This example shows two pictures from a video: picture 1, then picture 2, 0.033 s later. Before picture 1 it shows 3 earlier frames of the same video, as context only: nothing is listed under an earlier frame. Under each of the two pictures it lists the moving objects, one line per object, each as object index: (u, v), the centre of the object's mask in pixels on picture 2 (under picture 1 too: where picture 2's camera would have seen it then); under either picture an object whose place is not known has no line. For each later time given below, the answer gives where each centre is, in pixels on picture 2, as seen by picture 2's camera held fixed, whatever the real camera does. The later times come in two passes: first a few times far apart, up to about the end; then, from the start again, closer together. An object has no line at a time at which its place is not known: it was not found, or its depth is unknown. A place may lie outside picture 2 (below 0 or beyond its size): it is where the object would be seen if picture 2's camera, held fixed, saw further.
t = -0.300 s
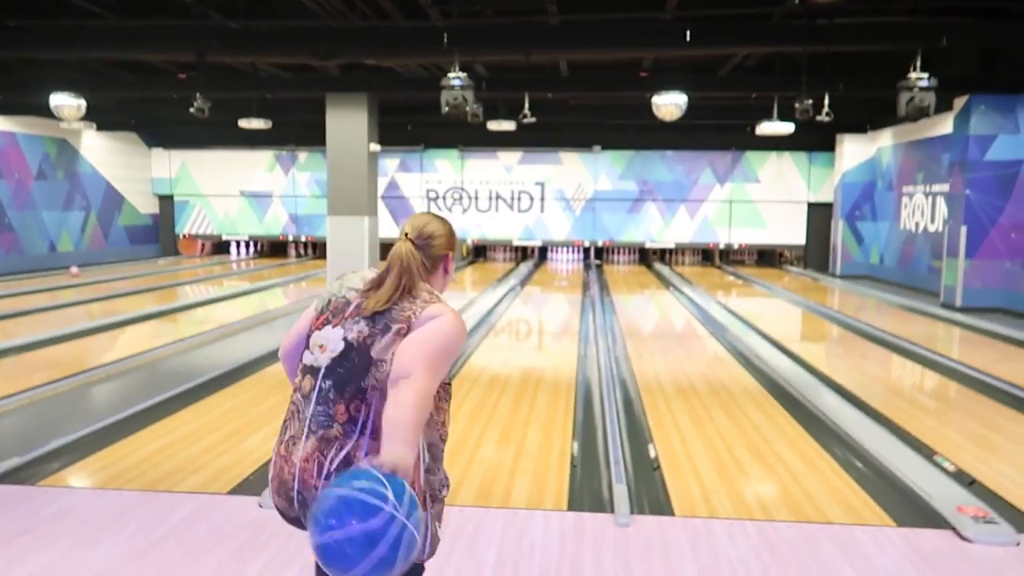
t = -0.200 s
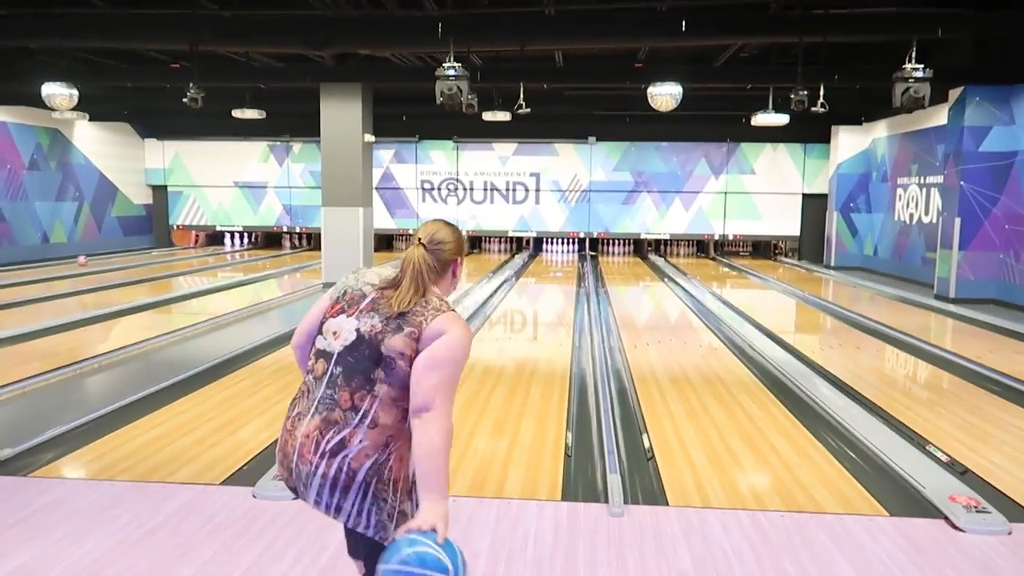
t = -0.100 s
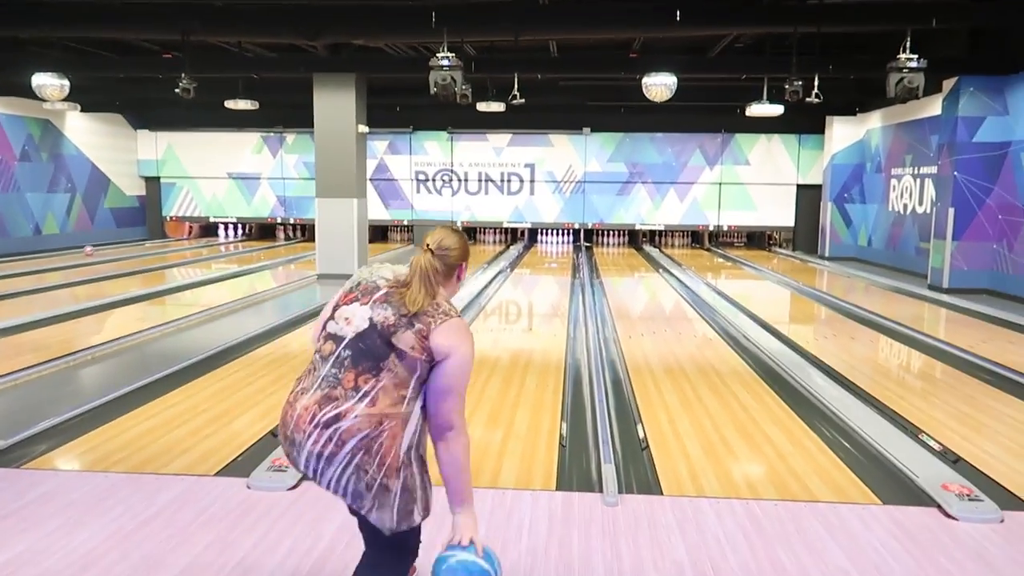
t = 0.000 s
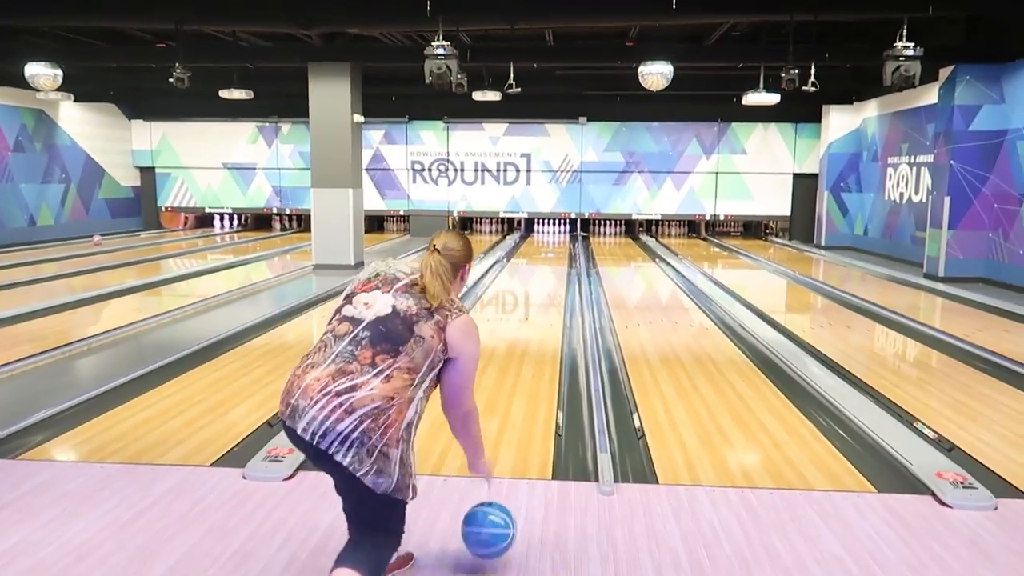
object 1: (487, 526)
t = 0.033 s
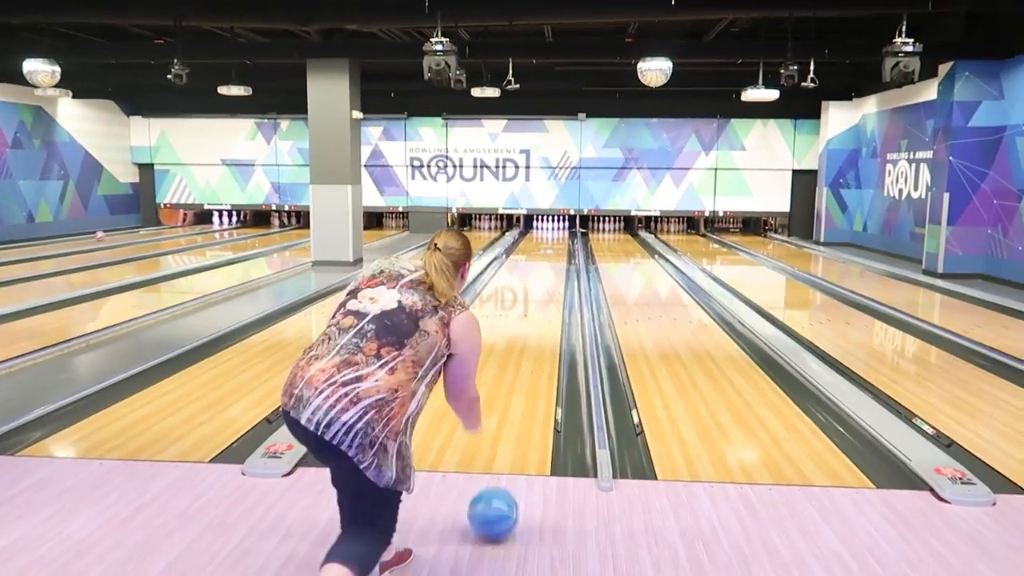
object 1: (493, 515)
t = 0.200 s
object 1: (514, 428)
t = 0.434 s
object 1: (530, 364)
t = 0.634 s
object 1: (537, 331)
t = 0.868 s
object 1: (541, 307)
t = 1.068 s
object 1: (546, 288)
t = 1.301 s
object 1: (548, 274)
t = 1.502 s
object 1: (550, 265)
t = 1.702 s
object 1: (551, 257)
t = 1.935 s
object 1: (551, 249)
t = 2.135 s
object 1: (553, 245)
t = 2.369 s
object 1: (552, 240)
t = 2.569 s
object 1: (554, 236)
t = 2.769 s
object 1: (555, 233)
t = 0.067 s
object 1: (498, 489)
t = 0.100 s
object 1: (503, 467)
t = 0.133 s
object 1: (507, 450)
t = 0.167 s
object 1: (511, 437)
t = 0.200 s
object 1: (514, 428)
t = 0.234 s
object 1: (517, 418)
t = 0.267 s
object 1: (520, 407)
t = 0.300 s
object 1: (522, 397)
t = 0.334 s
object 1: (524, 388)
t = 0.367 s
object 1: (526, 379)
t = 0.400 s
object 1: (528, 371)
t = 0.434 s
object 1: (530, 364)
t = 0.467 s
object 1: (531, 358)
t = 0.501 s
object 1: (532, 351)
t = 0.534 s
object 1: (534, 346)
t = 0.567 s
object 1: (535, 340)
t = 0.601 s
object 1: (536, 335)
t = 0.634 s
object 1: (537, 331)
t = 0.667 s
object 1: (538, 326)
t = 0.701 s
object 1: (541, 320)
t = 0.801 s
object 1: (539, 316)
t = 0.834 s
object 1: (541, 311)
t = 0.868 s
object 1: (541, 307)
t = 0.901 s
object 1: (542, 305)
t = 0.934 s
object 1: (542, 305)
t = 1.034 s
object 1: (549, 286)
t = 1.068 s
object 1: (546, 288)
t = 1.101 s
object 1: (546, 286)
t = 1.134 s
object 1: (547, 284)
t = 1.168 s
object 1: (547, 281)
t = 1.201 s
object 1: (547, 279)
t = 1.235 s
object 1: (548, 278)
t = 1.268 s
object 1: (548, 276)
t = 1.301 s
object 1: (548, 274)
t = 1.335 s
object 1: (548, 272)
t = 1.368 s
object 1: (549, 271)
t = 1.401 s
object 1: (549, 269)
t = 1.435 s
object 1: (549, 267)
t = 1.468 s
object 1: (550, 266)
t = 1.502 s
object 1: (550, 265)
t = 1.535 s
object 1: (550, 263)
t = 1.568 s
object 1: (551, 262)
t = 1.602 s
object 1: (551, 261)
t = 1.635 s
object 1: (551, 260)
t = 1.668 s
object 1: (551, 258)
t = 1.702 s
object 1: (551, 257)
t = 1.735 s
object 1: (551, 256)
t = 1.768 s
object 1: (551, 254)
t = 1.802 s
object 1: (551, 253)
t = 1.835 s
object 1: (551, 252)
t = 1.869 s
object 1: (552, 251)
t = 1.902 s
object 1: (551, 250)
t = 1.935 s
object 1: (551, 249)
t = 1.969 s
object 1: (552, 248)
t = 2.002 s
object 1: (552, 247)
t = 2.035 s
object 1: (553, 246)
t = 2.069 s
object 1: (552, 246)
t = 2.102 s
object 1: (553, 245)
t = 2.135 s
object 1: (553, 245)
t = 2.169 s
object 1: (553, 243)
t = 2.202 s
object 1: (553, 243)
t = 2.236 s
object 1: (553, 242)
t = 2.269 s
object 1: (553, 241)
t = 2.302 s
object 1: (553, 241)
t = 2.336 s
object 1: (553, 240)
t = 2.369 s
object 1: (552, 240)
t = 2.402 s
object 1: (552, 239)
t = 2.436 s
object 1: (553, 238)
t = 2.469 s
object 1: (553, 237)
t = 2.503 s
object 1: (552, 237)
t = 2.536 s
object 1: (553, 237)
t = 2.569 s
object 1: (554, 236)
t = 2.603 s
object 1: (554, 235)
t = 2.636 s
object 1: (554, 234)
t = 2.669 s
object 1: (554, 234)
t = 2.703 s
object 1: (554, 234)
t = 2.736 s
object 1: (555, 233)
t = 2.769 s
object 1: (555, 233)
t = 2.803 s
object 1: (555, 232)
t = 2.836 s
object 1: (555, 232)
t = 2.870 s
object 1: (555, 231)
